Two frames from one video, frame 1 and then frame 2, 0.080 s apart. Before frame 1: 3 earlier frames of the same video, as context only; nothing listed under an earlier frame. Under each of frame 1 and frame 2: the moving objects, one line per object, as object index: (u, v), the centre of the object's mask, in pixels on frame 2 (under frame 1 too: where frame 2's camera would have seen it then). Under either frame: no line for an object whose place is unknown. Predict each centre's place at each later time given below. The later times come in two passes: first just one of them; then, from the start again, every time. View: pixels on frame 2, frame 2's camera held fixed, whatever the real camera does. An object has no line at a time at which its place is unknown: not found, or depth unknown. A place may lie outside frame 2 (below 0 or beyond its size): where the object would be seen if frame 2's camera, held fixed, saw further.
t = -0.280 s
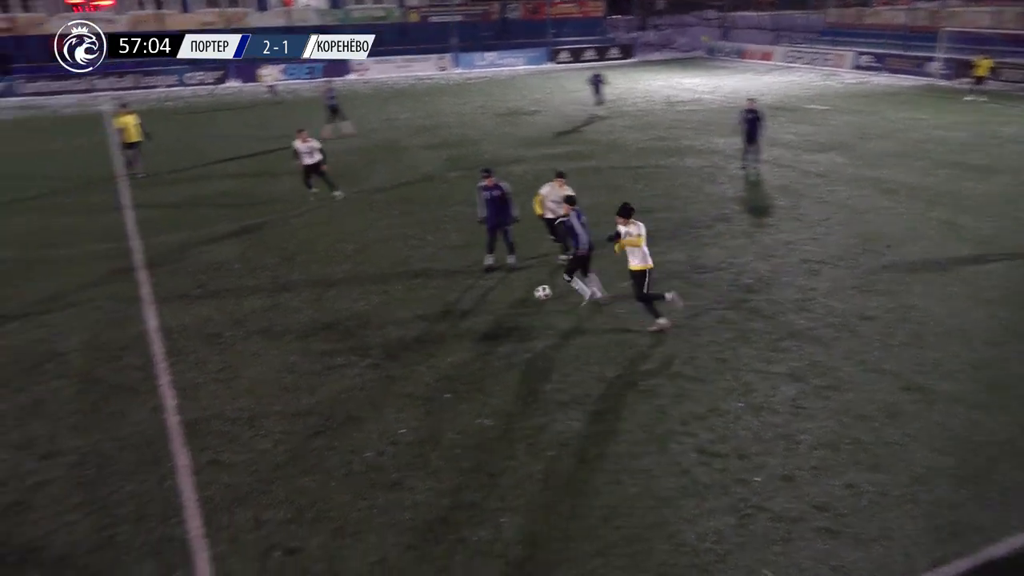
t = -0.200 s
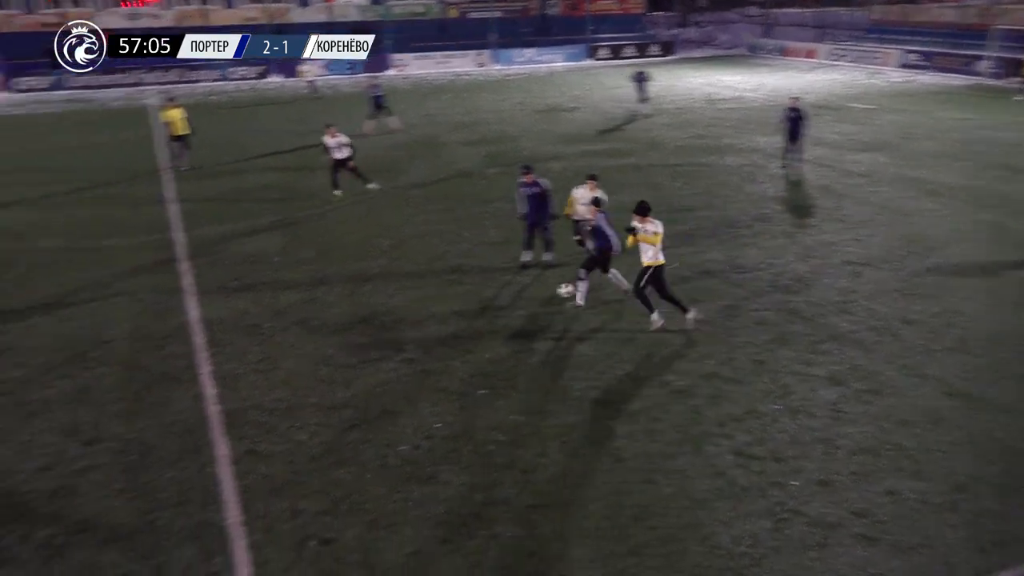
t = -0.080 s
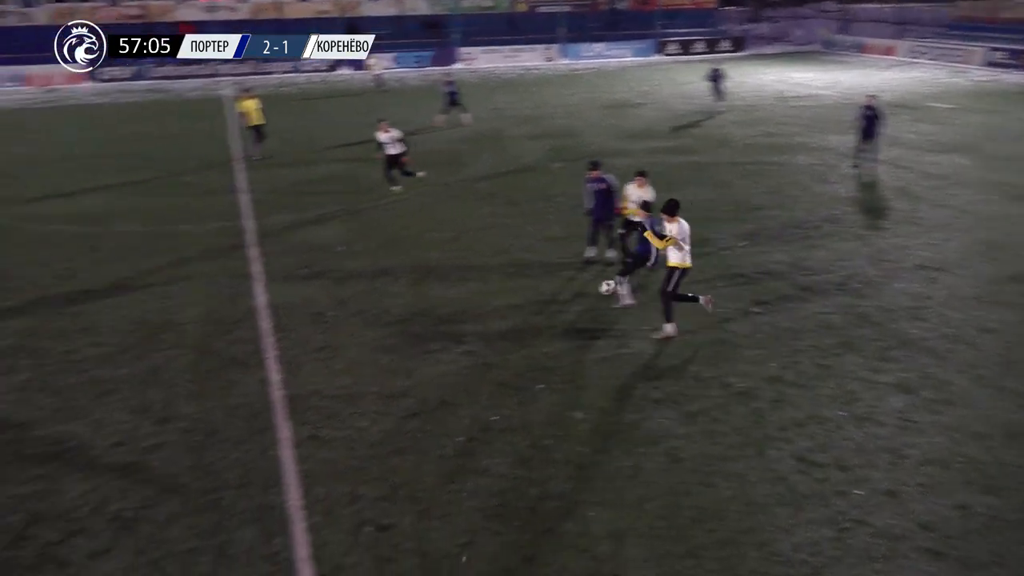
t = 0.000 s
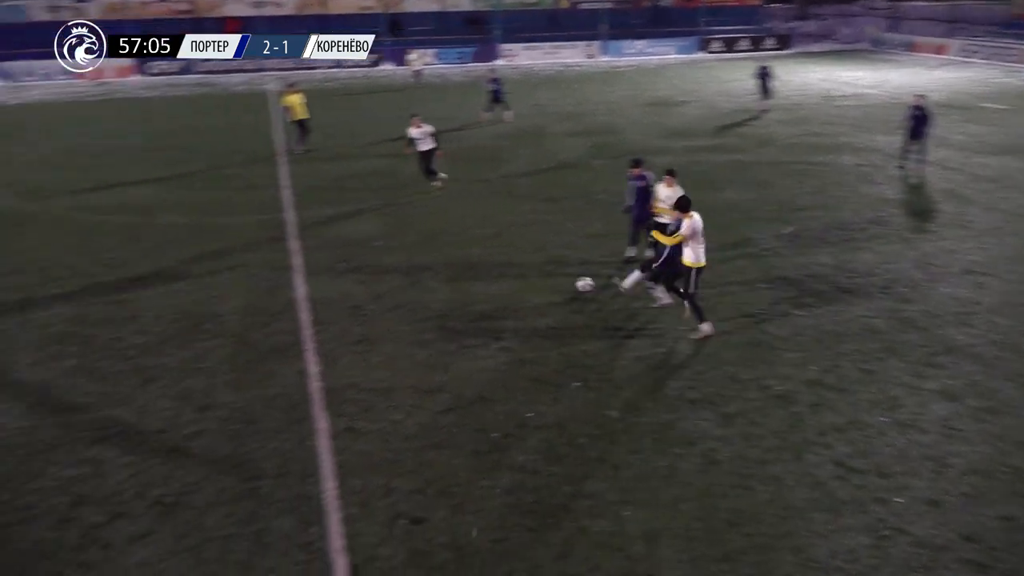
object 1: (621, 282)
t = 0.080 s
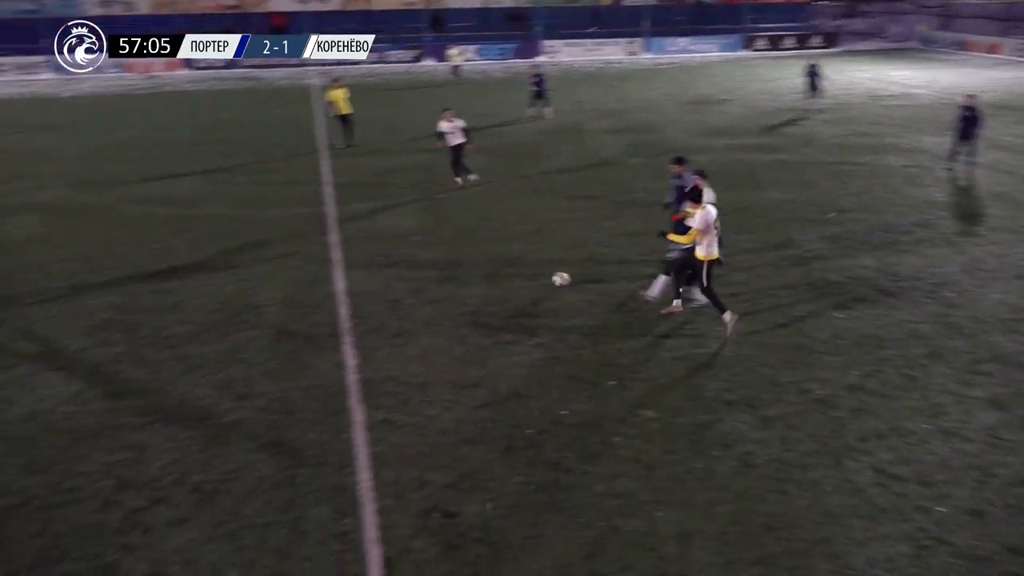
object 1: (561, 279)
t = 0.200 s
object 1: (479, 274)
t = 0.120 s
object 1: (532, 278)
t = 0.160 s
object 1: (505, 276)
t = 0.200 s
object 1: (479, 274)
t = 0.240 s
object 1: (453, 273)
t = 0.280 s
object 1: (427, 273)
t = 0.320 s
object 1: (405, 271)
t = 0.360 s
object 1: (383, 269)
